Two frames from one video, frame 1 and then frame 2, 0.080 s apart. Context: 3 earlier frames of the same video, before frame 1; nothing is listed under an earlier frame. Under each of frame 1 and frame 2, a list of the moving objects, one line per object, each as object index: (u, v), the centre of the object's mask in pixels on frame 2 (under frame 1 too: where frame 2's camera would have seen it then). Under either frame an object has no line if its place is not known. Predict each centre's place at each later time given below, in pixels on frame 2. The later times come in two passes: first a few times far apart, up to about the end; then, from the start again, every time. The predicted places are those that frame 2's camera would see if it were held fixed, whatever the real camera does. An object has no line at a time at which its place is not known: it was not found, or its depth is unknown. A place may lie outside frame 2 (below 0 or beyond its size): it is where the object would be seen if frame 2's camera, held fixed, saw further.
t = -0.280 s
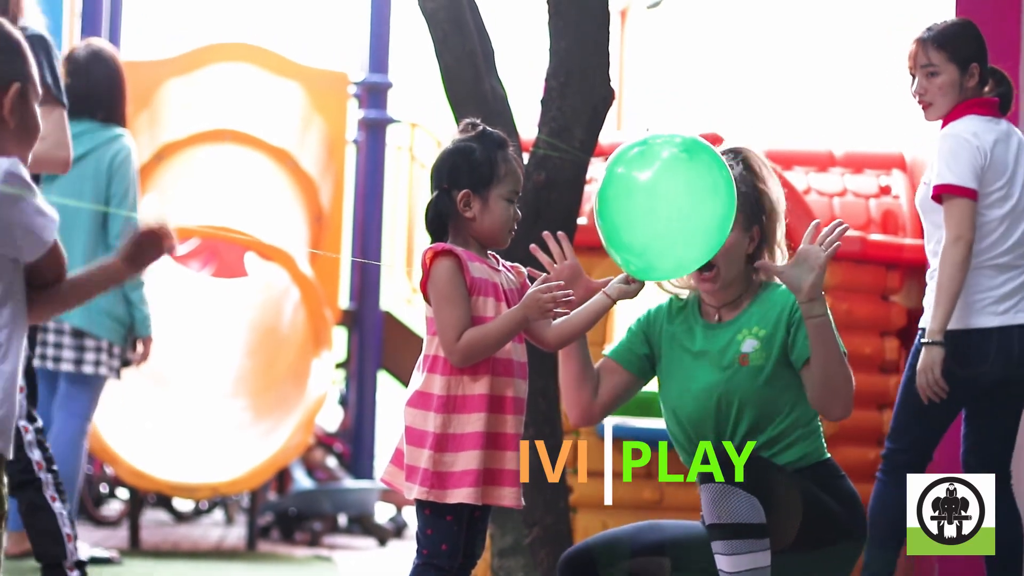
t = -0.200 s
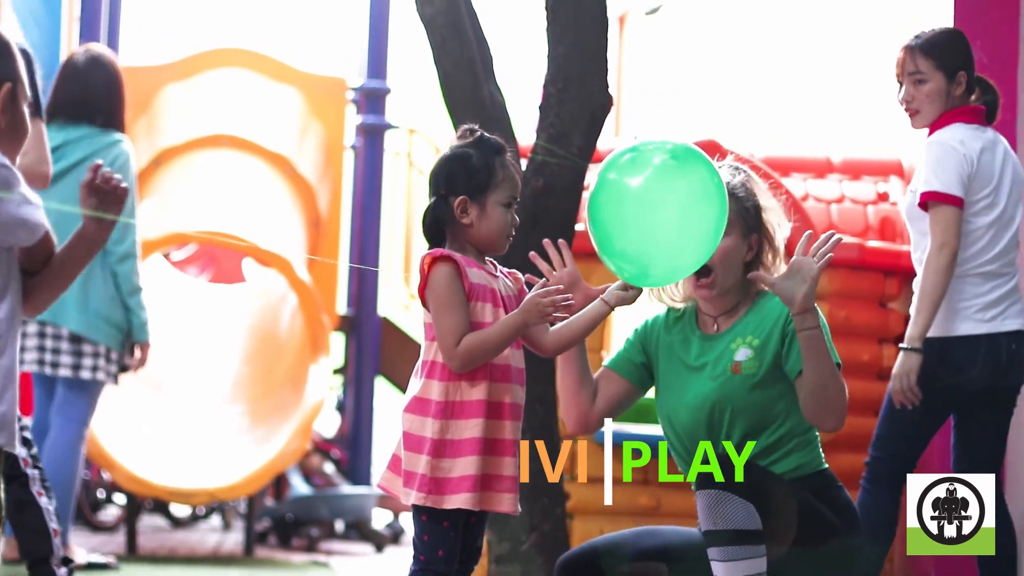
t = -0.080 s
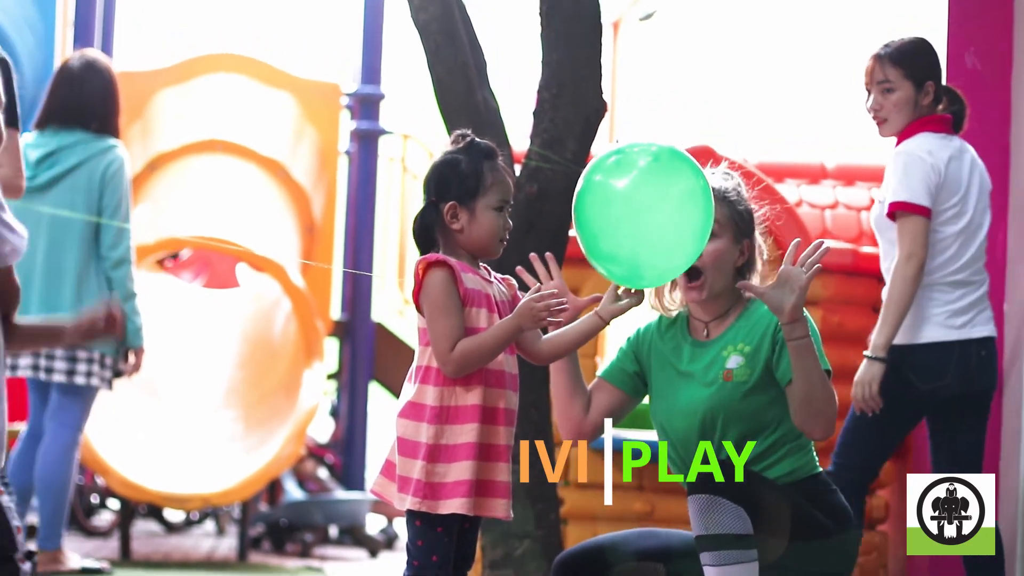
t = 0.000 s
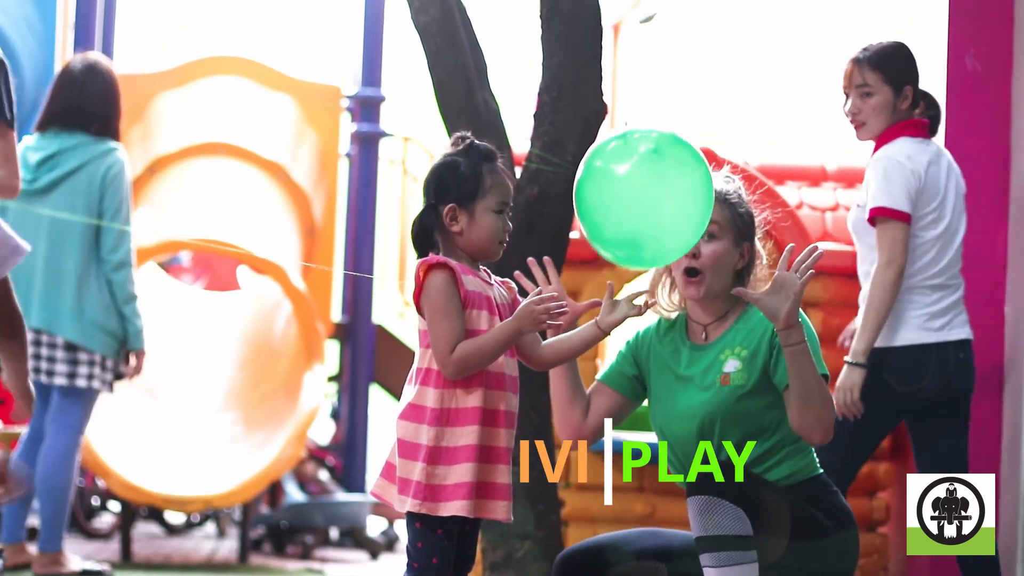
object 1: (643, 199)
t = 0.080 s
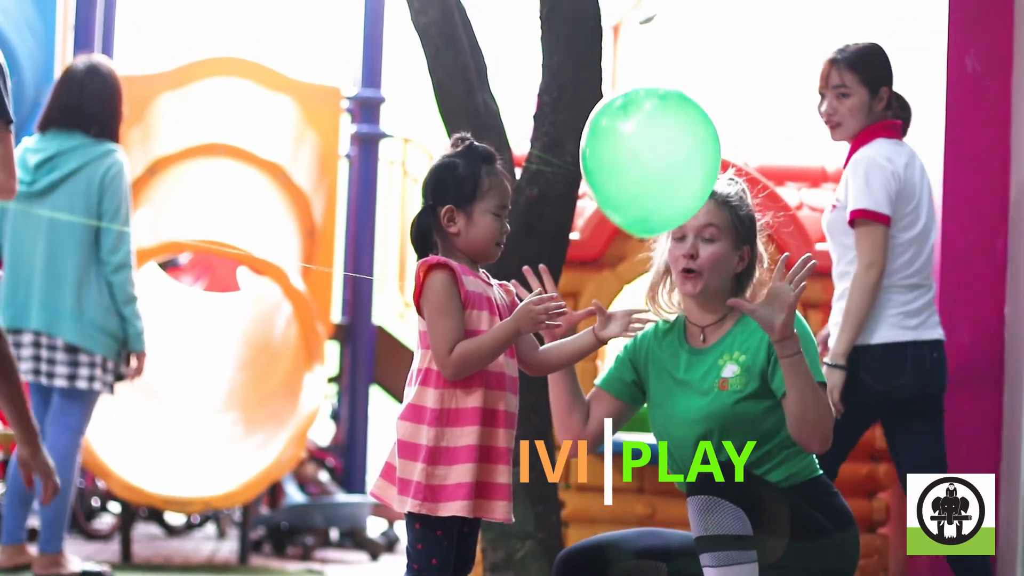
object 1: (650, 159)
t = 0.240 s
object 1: (659, 86)
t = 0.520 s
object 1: (637, 79)
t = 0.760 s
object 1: (593, 173)
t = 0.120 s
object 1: (654, 136)
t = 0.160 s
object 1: (657, 115)
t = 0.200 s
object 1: (659, 97)
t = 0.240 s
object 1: (659, 86)
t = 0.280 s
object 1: (661, 77)
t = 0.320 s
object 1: (662, 70)
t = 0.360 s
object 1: (661, 66)
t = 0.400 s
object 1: (658, 64)
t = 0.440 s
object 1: (652, 65)
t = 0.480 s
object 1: (646, 71)
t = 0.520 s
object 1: (637, 79)
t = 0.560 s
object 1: (625, 94)
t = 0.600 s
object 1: (613, 112)
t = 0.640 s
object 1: (603, 132)
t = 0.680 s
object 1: (597, 147)
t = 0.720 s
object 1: (593, 161)
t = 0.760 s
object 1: (593, 173)
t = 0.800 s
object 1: (599, 184)
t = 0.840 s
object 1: (609, 190)
